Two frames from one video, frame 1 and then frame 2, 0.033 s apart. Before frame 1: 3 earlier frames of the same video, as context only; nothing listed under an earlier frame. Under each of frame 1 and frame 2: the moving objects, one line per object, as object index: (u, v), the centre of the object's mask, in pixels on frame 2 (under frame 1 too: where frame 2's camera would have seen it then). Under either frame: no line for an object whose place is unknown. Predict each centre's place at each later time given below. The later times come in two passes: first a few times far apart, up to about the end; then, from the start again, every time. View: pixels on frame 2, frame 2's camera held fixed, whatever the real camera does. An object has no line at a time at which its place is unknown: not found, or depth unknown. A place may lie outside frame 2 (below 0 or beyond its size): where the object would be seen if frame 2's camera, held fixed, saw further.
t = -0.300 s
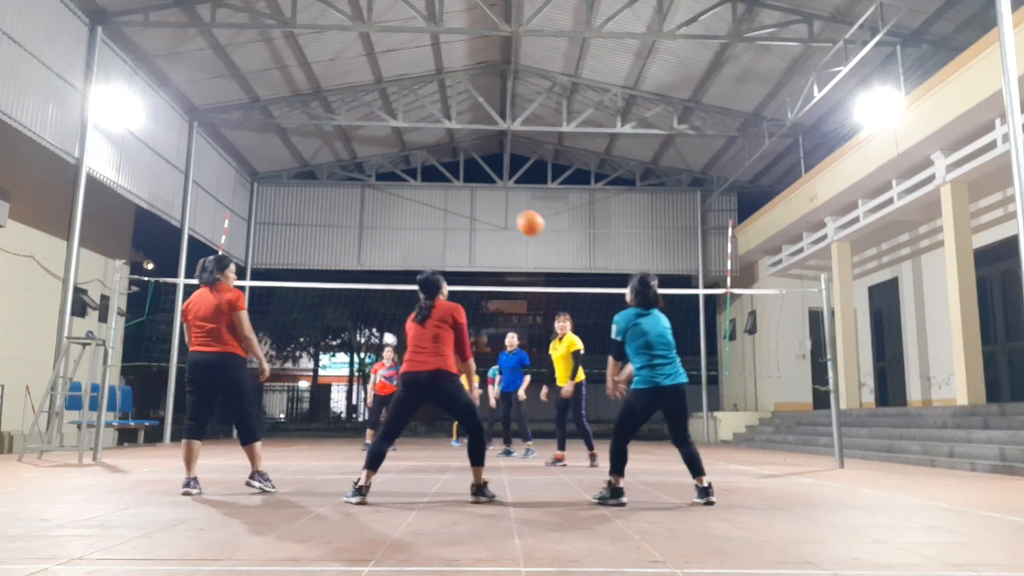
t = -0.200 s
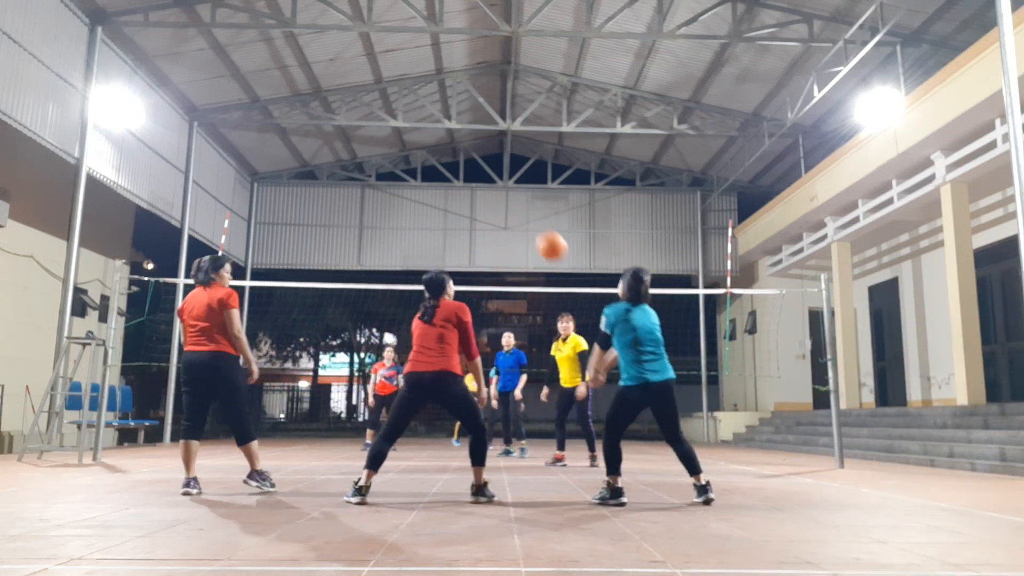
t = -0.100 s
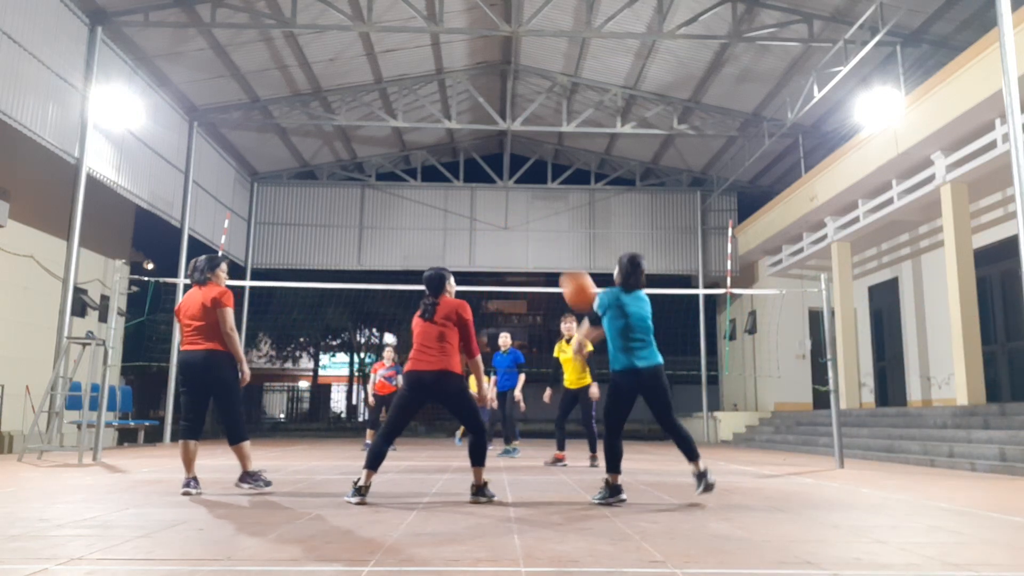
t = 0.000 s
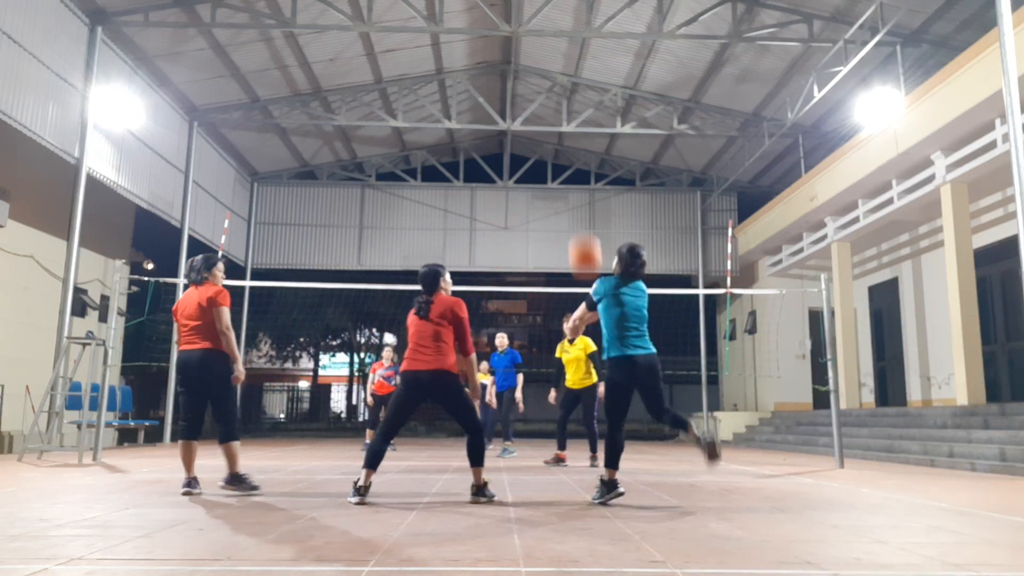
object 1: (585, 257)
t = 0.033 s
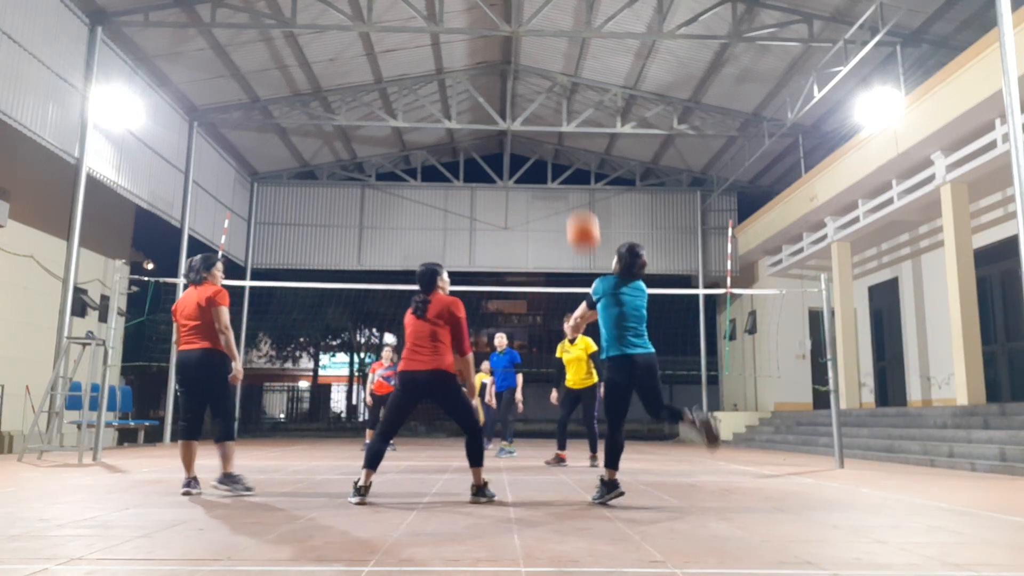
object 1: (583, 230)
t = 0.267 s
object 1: (570, 121)
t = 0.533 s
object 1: (559, 87)
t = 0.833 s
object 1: (547, 141)
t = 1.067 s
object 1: (540, 231)
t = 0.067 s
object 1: (581, 209)
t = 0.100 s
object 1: (579, 190)
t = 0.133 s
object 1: (577, 171)
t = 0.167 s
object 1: (576, 158)
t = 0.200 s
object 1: (574, 145)
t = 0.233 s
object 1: (572, 131)
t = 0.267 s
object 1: (570, 121)
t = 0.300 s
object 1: (568, 111)
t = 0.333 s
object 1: (567, 104)
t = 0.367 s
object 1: (565, 98)
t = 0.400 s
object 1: (564, 93)
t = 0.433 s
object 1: (562, 90)
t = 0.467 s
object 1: (561, 88)
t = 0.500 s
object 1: (560, 87)
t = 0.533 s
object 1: (559, 87)
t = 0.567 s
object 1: (557, 89)
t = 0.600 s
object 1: (556, 91)
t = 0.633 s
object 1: (555, 95)
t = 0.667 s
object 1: (553, 100)
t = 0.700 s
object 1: (552, 106)
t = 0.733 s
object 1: (551, 113)
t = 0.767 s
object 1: (549, 122)
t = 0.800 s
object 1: (548, 131)
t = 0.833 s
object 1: (547, 141)
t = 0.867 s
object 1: (546, 151)
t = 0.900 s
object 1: (545, 162)
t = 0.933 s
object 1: (544, 174)
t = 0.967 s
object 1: (543, 187)
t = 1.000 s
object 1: (542, 202)
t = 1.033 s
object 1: (541, 215)
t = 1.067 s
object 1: (540, 231)
